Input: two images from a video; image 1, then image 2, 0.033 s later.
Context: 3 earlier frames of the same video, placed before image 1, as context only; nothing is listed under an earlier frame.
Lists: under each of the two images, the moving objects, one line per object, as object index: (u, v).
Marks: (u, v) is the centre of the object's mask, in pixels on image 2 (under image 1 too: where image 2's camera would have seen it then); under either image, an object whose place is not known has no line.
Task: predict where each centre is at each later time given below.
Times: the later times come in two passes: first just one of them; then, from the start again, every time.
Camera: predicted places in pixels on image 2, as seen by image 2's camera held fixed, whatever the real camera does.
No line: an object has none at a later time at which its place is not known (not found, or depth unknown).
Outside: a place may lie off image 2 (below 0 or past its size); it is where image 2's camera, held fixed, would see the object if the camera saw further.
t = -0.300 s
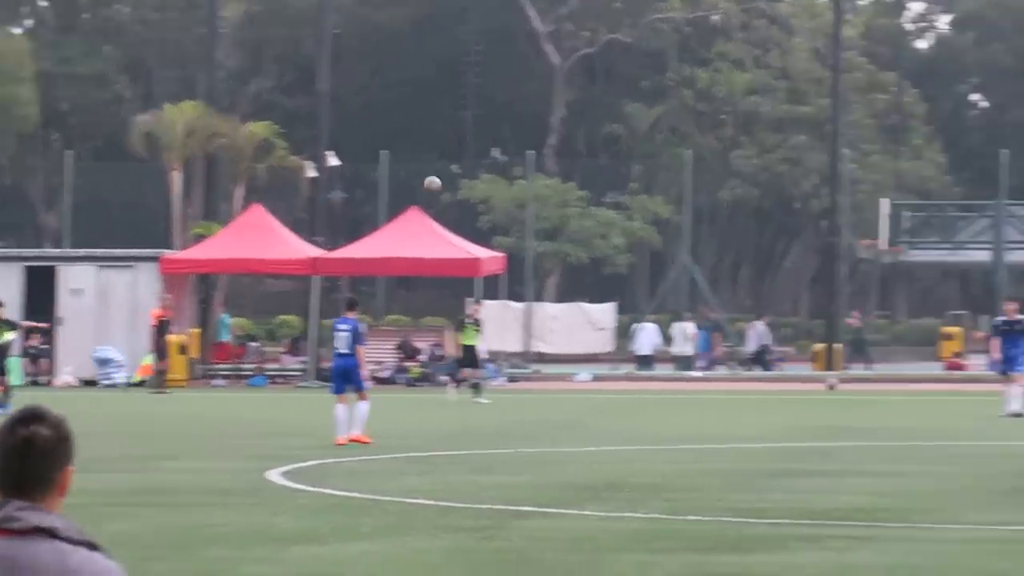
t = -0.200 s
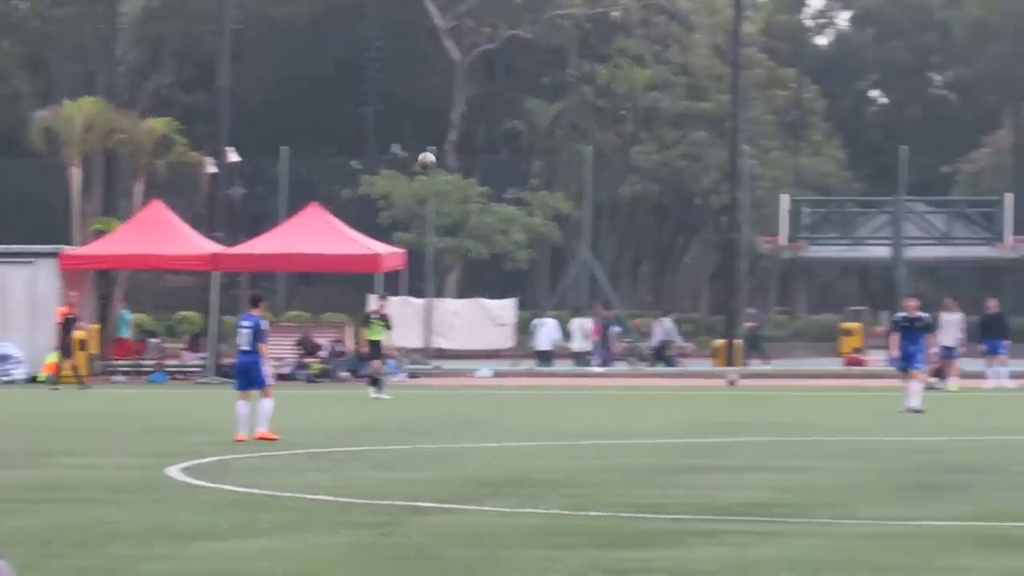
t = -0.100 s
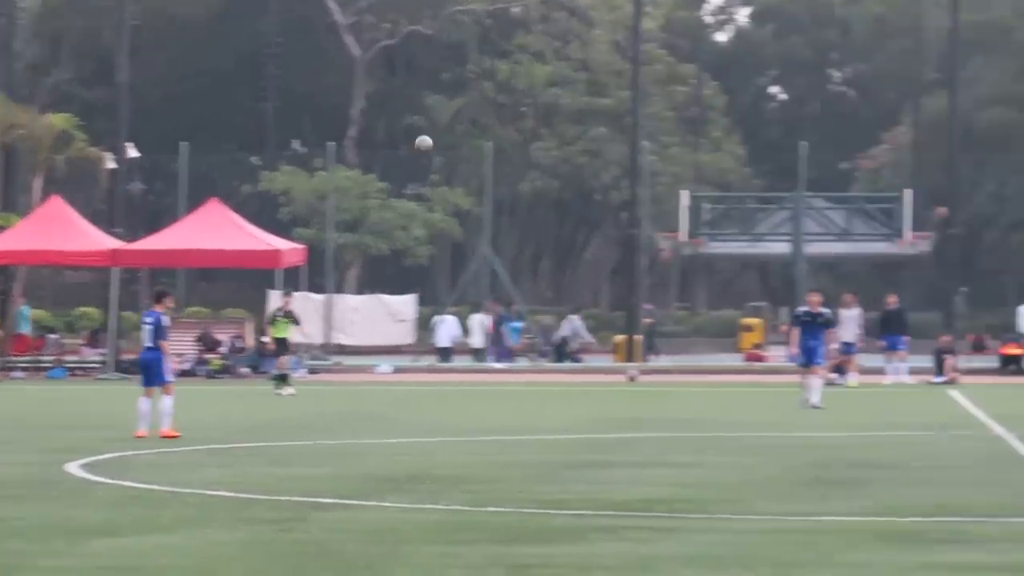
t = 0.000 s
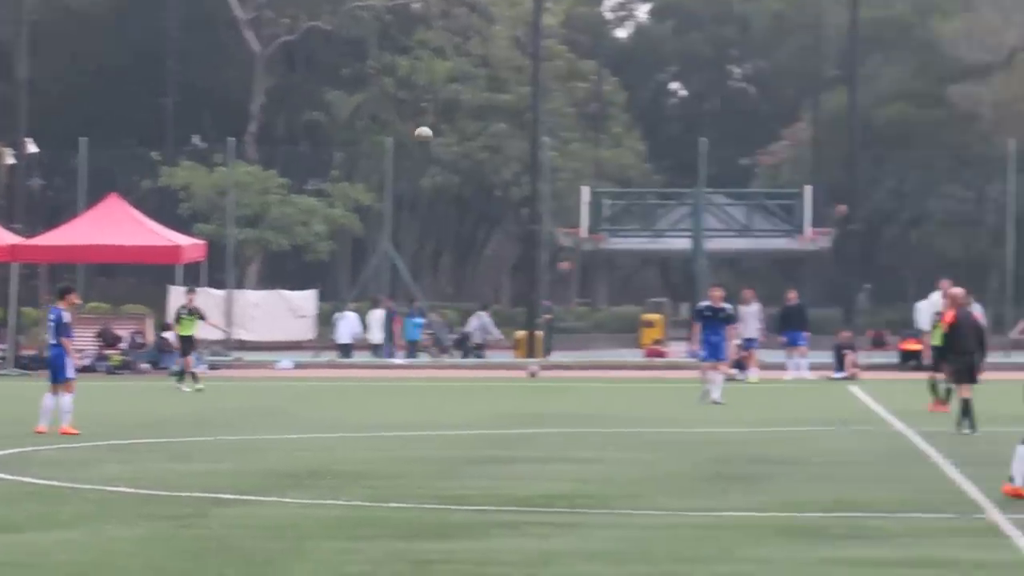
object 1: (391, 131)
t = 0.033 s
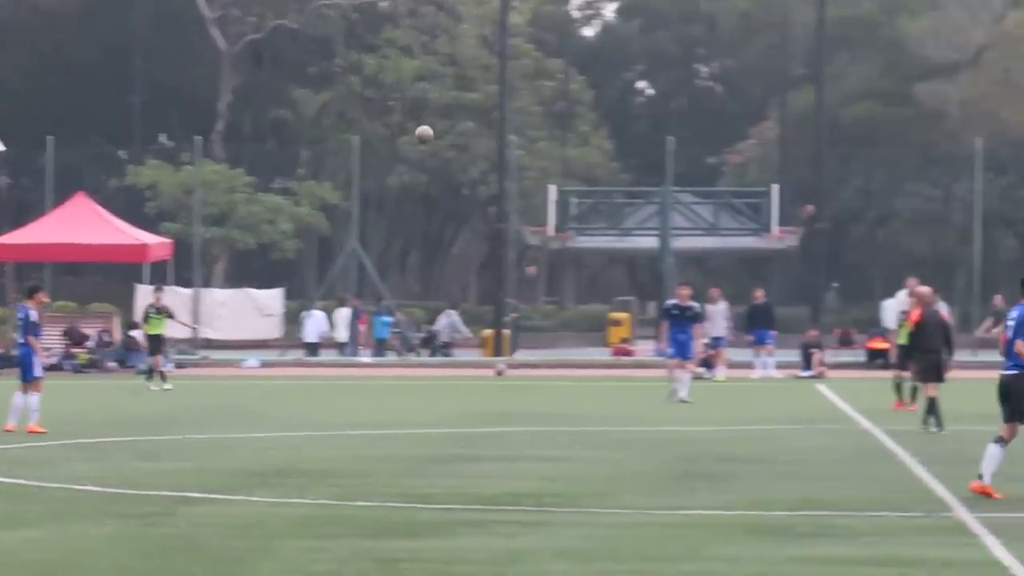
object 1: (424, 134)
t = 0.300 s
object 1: (698, 171)
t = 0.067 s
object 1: (457, 136)
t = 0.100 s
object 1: (490, 139)
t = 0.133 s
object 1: (524, 143)
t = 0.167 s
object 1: (558, 147)
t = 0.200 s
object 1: (593, 152)
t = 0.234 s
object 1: (627, 157)
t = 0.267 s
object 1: (663, 163)
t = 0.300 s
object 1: (698, 171)
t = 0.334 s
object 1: (734, 180)
